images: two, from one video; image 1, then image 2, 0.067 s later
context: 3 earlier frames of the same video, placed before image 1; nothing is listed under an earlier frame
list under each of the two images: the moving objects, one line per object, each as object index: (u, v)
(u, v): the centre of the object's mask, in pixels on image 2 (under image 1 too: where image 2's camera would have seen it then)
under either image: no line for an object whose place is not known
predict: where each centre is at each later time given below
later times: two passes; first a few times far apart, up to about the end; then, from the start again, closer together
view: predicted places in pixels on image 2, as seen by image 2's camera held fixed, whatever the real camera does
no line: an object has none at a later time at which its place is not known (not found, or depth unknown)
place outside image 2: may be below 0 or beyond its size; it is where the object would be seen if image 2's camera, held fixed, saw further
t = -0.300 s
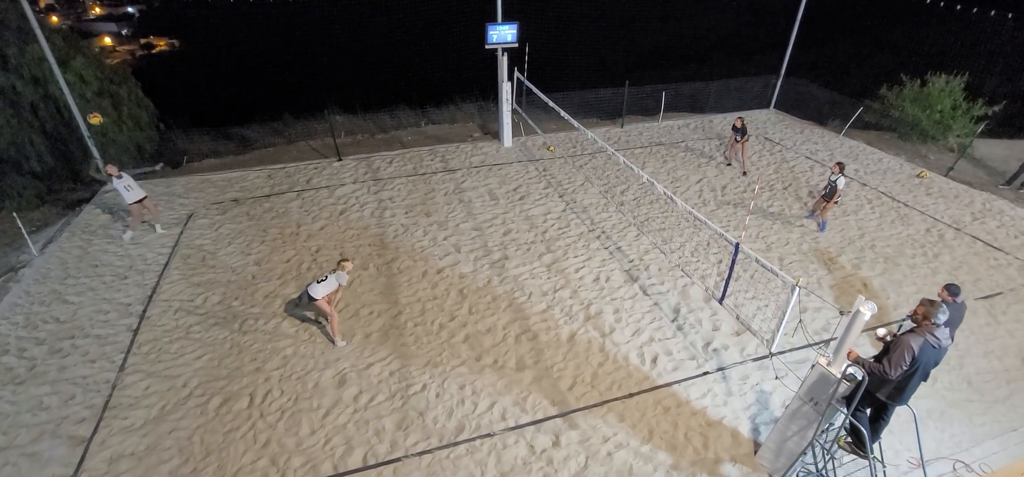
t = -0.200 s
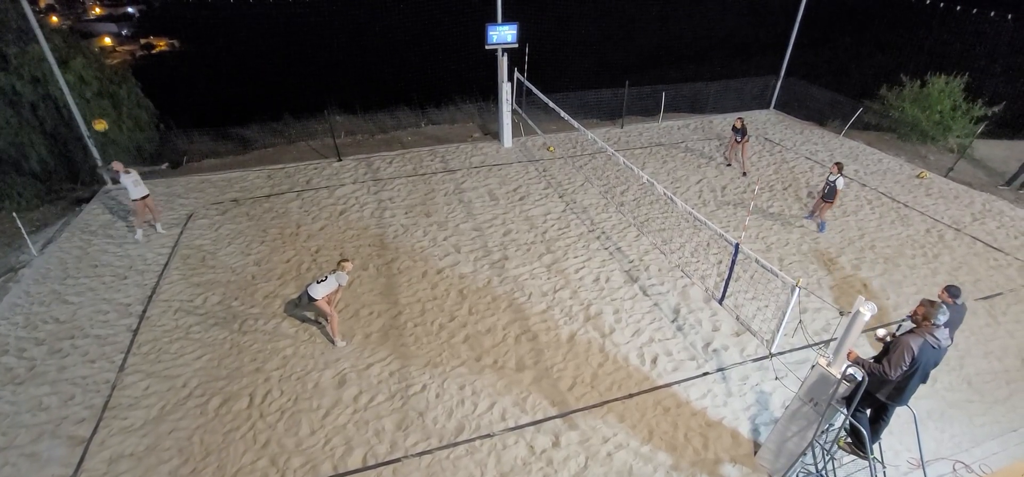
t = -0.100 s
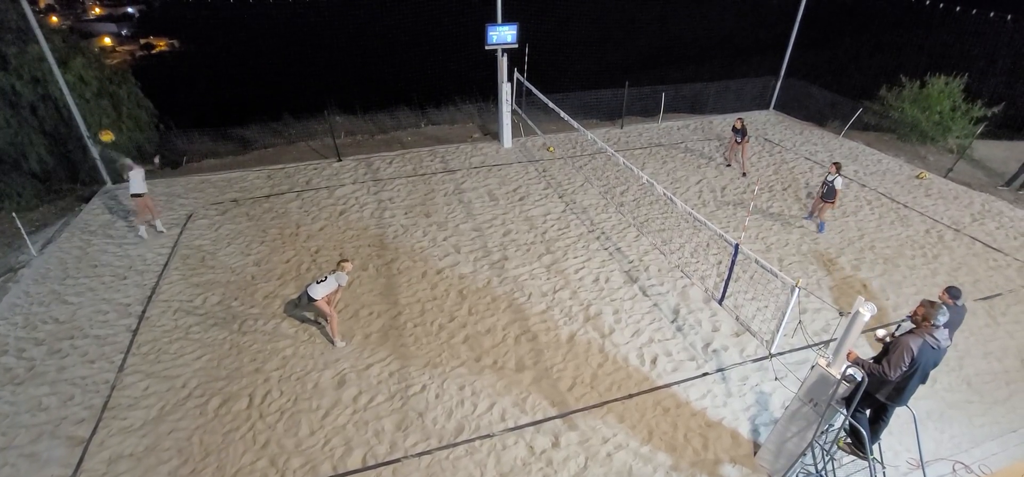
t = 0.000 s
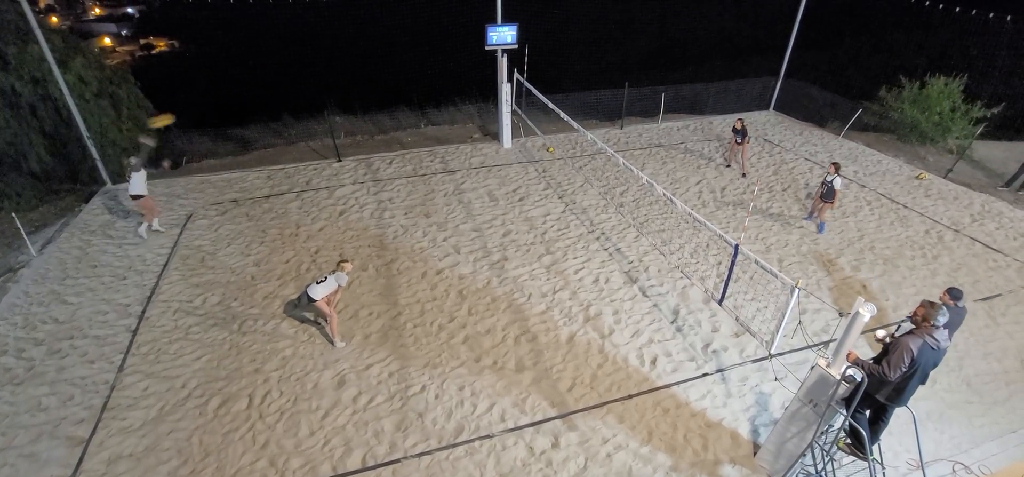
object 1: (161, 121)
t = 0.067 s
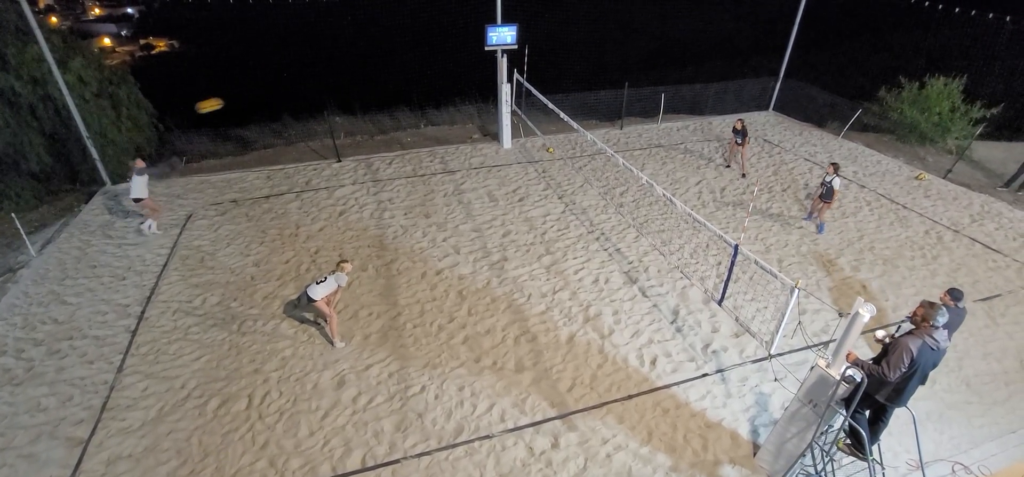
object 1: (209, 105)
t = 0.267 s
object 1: (356, 70)
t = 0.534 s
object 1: (547, 56)
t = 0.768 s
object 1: (687, 71)
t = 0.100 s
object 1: (234, 98)
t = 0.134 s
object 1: (258, 91)
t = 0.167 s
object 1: (282, 85)
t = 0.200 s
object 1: (307, 79)
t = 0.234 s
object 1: (332, 74)
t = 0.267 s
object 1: (356, 70)
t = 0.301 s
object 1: (381, 66)
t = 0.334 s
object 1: (405, 63)
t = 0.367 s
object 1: (429, 60)
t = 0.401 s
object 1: (454, 58)
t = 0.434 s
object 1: (477, 56)
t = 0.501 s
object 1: (525, 55)
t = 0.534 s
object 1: (547, 56)
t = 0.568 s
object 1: (568, 56)
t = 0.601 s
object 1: (590, 58)
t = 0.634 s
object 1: (611, 60)
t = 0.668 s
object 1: (631, 62)
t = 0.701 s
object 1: (651, 64)
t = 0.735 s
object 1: (670, 68)
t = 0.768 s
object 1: (687, 71)
